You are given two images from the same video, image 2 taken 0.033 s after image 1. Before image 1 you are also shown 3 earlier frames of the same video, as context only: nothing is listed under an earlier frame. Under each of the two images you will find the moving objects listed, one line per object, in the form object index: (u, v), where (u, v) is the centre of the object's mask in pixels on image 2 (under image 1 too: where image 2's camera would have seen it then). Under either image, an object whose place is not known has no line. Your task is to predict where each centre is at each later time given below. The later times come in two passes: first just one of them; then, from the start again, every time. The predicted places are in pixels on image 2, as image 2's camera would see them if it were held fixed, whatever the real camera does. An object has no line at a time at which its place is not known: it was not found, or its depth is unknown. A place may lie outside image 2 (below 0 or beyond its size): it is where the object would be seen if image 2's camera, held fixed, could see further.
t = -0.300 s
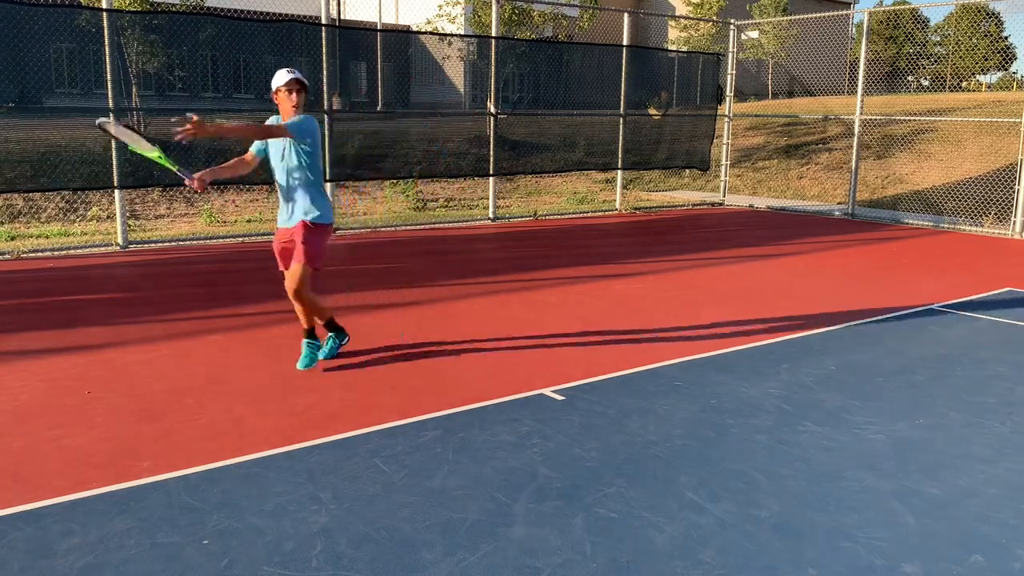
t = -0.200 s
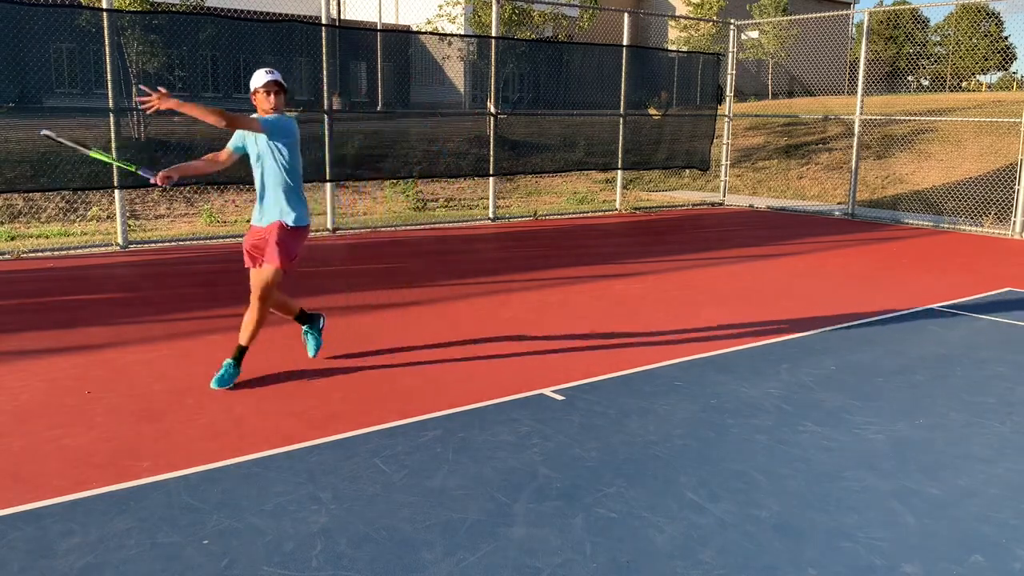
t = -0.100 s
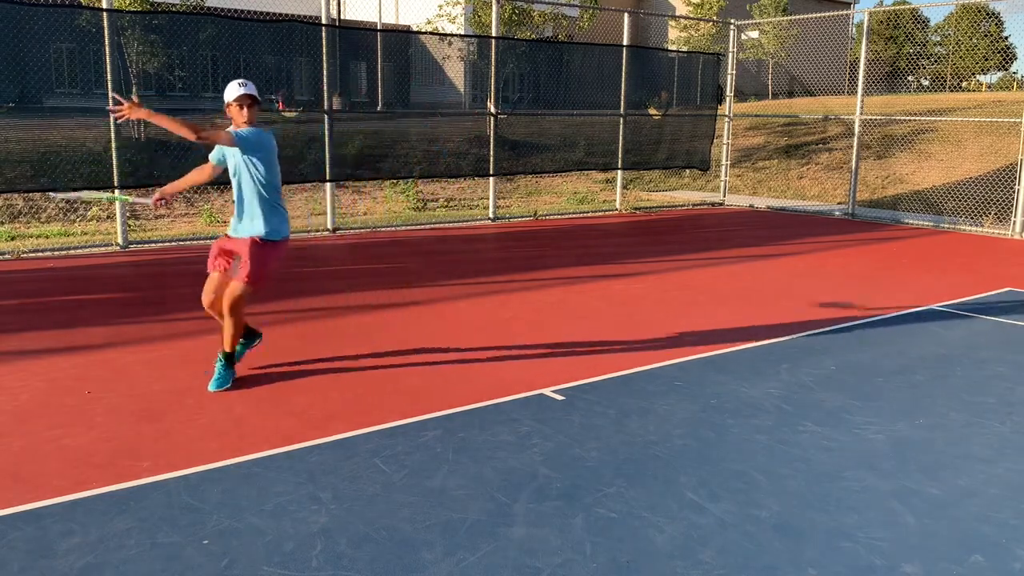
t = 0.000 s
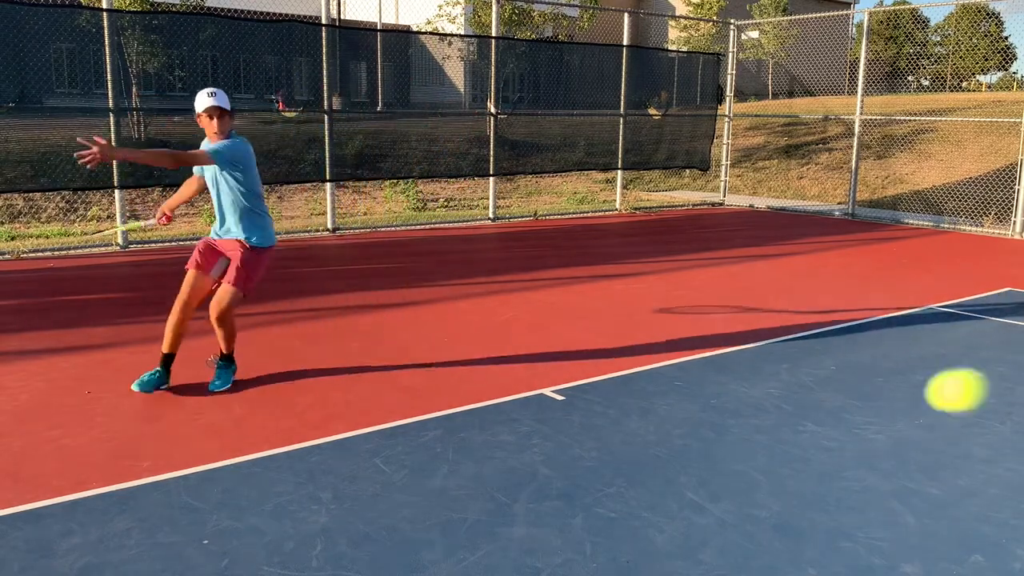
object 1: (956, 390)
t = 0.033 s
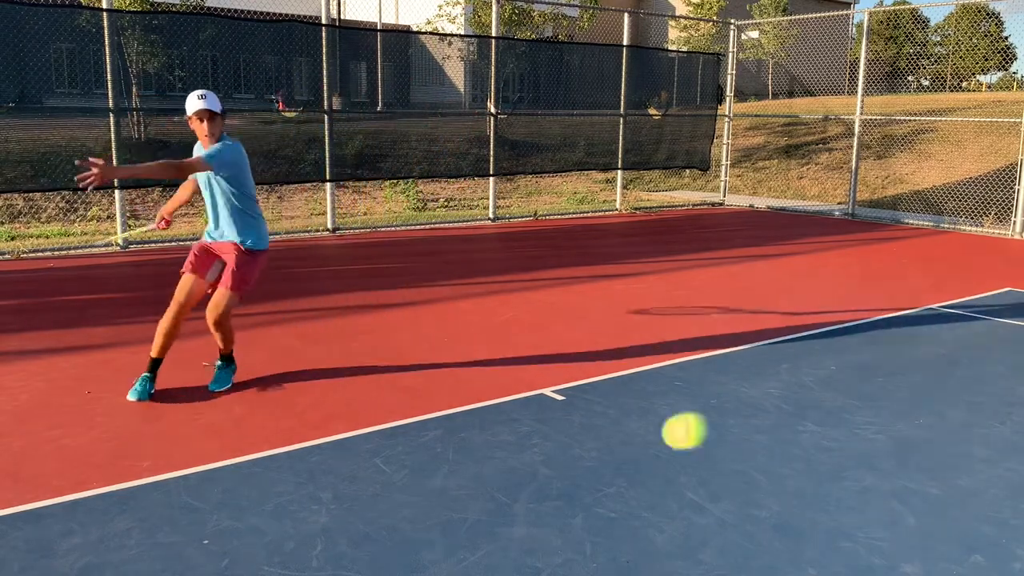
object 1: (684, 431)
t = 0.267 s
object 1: (26, 351)
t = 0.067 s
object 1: (496, 463)
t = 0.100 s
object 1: (358, 493)
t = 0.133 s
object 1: (251, 519)
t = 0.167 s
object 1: (170, 532)
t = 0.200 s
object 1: (118, 463)
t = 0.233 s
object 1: (70, 403)
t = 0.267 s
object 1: (26, 351)
